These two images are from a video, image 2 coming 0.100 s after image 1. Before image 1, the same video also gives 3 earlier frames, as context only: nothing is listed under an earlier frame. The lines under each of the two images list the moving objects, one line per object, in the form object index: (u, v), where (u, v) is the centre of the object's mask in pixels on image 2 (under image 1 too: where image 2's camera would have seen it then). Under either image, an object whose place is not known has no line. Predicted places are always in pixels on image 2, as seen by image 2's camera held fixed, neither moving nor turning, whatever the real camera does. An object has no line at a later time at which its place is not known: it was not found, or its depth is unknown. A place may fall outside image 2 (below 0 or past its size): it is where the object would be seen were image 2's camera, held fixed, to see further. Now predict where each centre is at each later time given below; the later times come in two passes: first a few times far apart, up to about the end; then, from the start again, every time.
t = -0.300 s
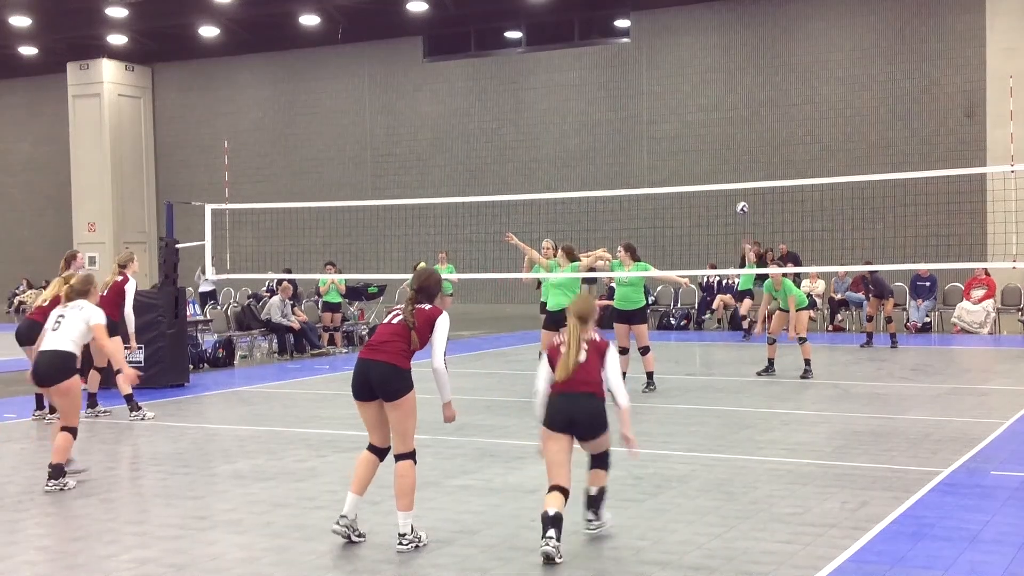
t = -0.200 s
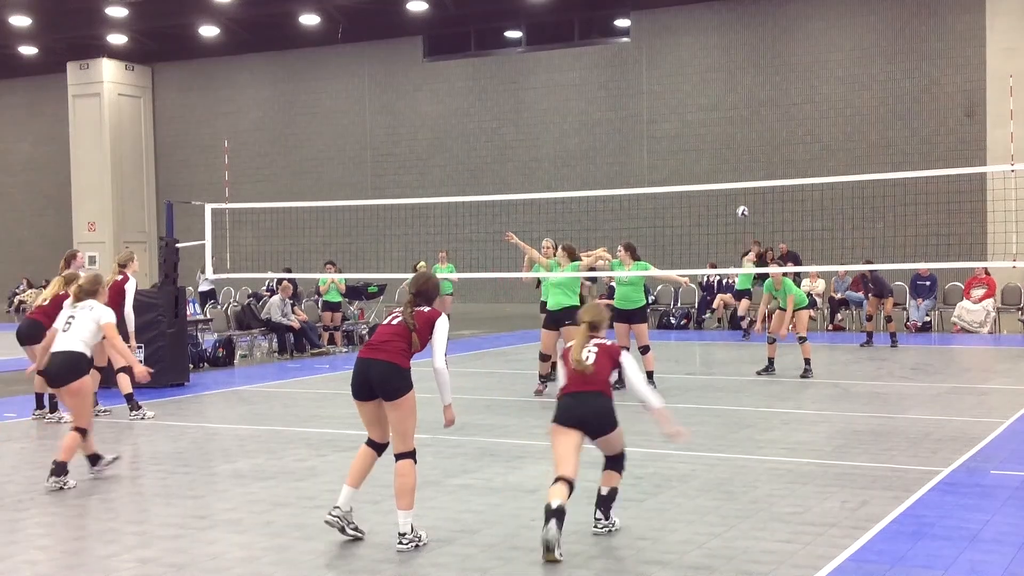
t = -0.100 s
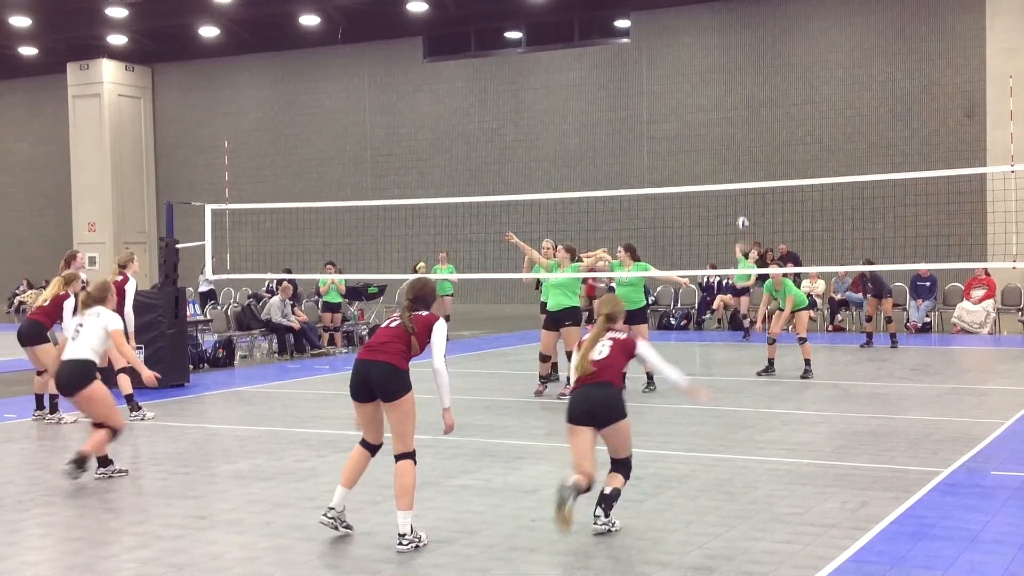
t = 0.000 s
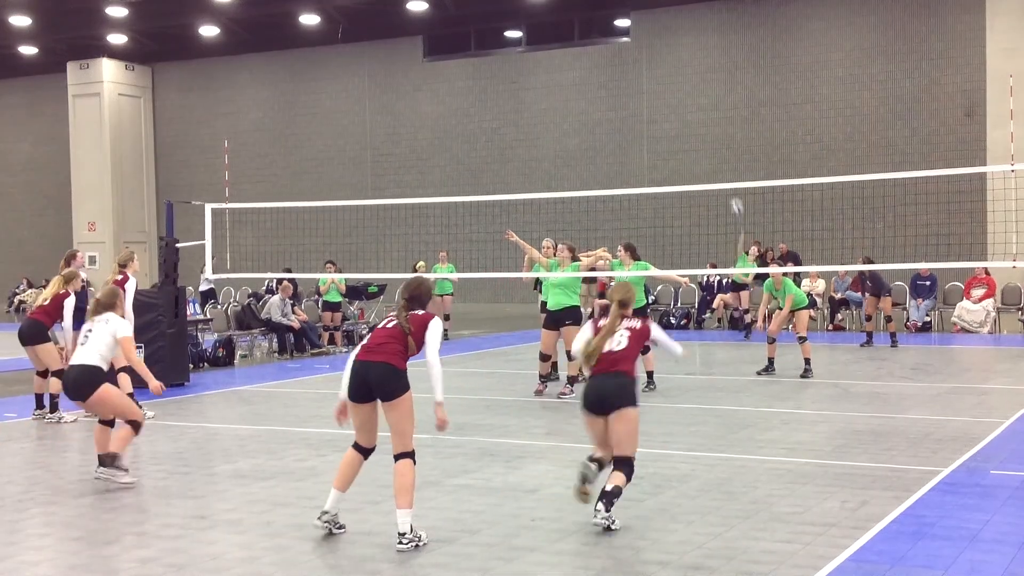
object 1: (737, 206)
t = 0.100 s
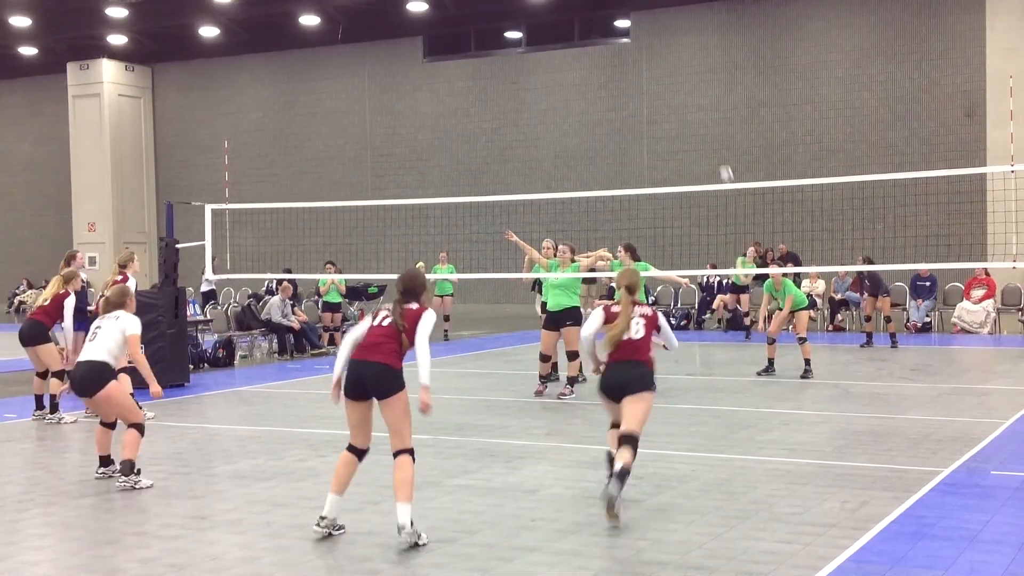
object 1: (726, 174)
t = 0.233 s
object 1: (710, 134)
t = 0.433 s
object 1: (680, 81)
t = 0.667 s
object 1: (634, 48)
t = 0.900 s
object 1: (563, 59)
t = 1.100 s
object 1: (472, 139)
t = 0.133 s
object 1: (722, 164)
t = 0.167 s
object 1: (718, 153)
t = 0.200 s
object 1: (714, 144)
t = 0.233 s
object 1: (710, 134)
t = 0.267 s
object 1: (706, 125)
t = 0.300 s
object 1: (701, 114)
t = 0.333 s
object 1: (696, 105)
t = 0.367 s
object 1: (691, 97)
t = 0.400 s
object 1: (685, 88)
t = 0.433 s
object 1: (680, 81)
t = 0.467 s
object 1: (673, 74)
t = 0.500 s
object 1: (667, 68)
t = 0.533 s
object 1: (661, 62)
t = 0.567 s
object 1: (655, 58)
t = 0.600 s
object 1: (648, 53)
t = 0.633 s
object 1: (640, 50)
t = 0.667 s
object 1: (634, 48)
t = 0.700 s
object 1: (625, 45)
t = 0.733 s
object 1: (617, 44)
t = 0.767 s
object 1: (610, 44)
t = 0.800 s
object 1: (598, 45)
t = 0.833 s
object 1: (587, 48)
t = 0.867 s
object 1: (575, 53)
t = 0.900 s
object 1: (563, 59)
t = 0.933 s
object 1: (550, 66)
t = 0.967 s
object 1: (536, 77)
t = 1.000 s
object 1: (522, 89)
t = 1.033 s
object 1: (506, 102)
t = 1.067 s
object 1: (490, 120)
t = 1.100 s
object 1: (472, 139)
